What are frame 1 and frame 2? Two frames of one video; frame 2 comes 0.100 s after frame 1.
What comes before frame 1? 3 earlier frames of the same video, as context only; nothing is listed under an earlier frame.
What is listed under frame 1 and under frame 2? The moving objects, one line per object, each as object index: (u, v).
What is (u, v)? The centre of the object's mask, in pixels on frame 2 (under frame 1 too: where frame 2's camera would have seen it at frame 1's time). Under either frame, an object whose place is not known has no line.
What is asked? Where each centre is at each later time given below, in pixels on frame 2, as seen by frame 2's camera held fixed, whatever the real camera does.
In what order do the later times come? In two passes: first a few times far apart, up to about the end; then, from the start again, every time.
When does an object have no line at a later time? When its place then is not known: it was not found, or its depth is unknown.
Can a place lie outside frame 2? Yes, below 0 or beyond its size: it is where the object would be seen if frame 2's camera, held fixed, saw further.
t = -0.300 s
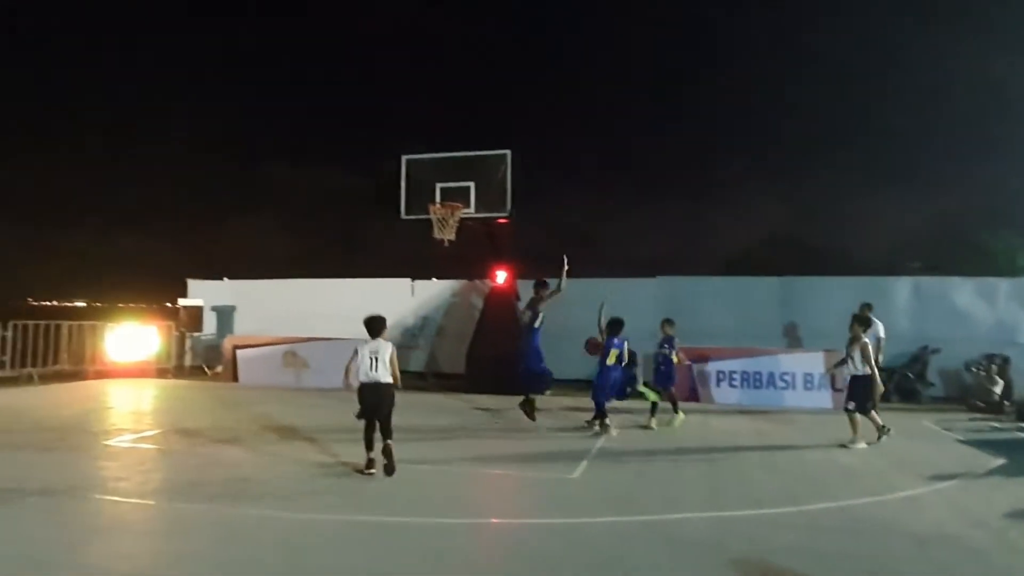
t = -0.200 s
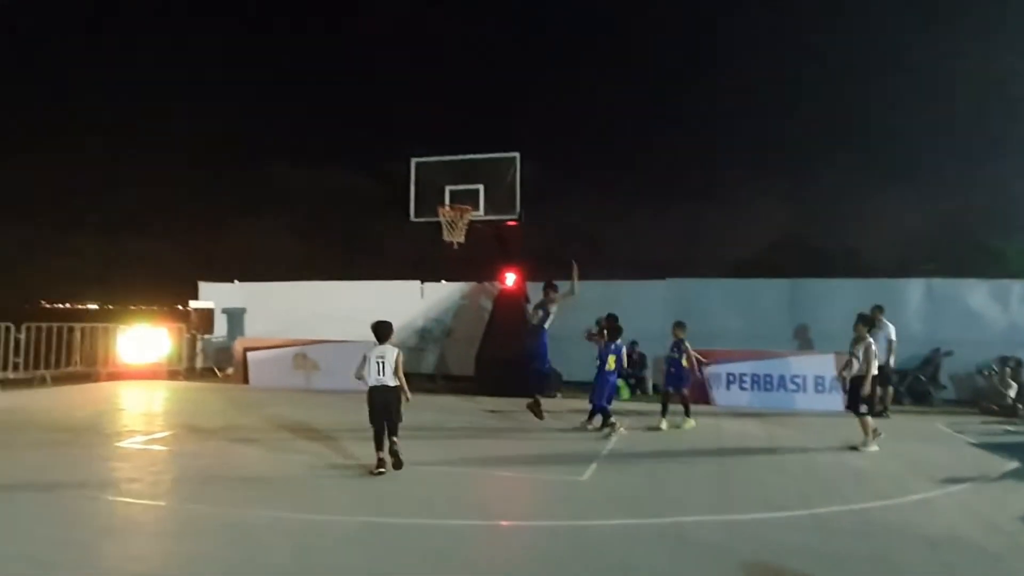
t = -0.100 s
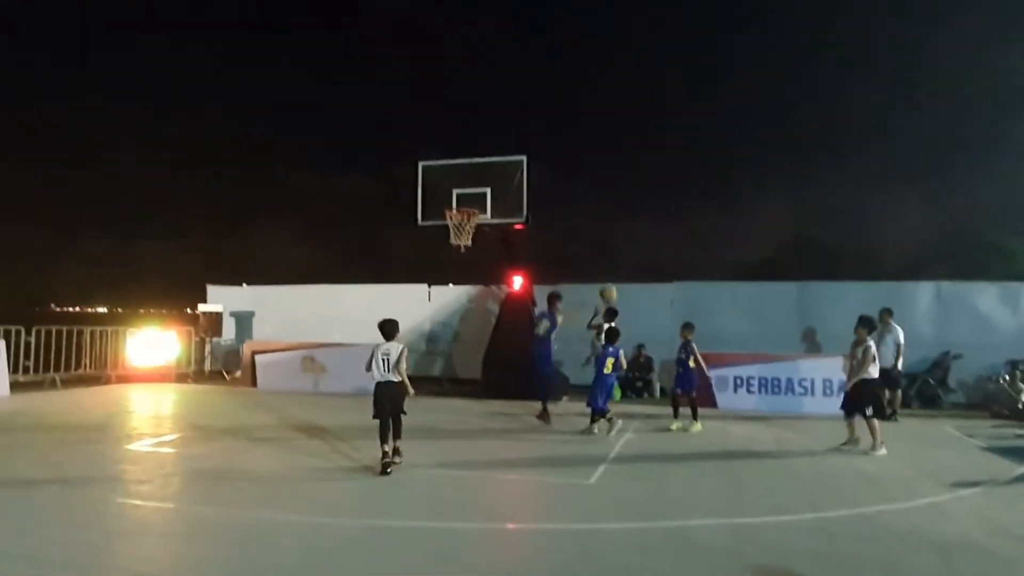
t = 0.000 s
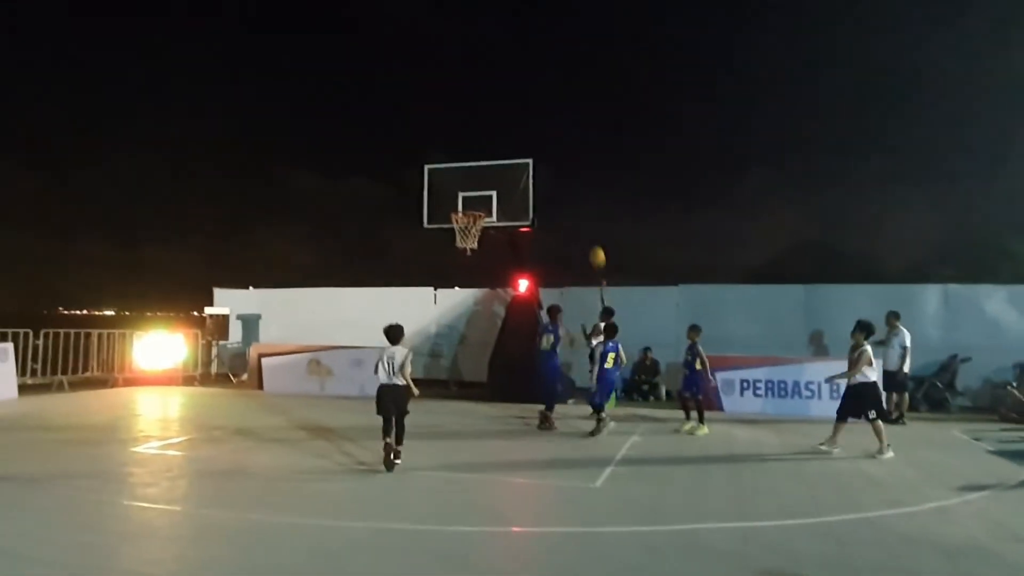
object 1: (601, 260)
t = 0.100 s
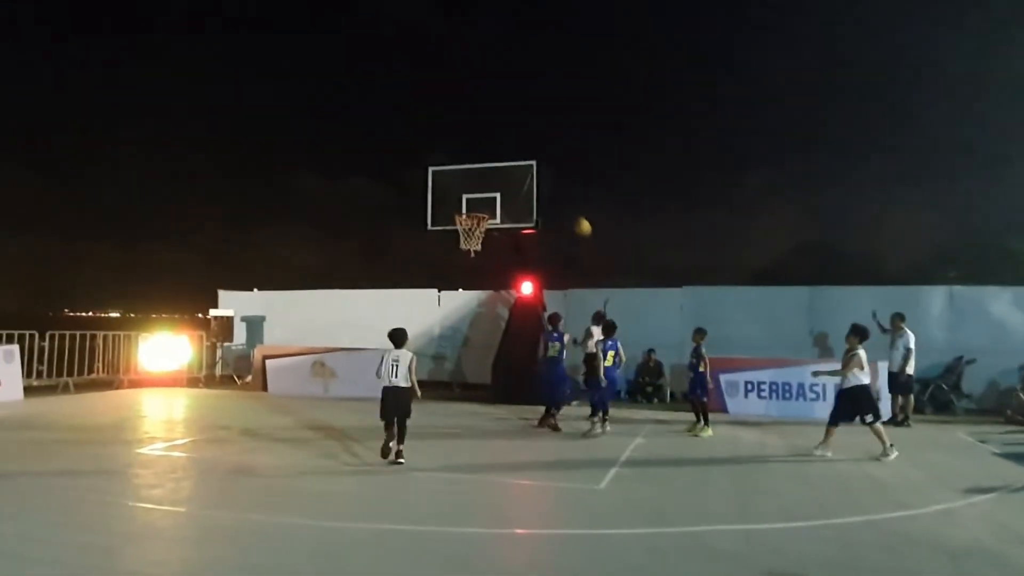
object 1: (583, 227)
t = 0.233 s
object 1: (558, 197)
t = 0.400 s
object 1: (532, 178)
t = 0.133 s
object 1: (576, 218)
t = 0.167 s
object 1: (570, 210)
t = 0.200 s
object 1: (564, 203)
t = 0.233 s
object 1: (558, 197)
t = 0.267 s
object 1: (552, 192)
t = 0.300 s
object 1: (546, 187)
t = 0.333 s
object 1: (541, 183)
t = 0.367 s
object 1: (537, 180)
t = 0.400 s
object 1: (532, 178)
